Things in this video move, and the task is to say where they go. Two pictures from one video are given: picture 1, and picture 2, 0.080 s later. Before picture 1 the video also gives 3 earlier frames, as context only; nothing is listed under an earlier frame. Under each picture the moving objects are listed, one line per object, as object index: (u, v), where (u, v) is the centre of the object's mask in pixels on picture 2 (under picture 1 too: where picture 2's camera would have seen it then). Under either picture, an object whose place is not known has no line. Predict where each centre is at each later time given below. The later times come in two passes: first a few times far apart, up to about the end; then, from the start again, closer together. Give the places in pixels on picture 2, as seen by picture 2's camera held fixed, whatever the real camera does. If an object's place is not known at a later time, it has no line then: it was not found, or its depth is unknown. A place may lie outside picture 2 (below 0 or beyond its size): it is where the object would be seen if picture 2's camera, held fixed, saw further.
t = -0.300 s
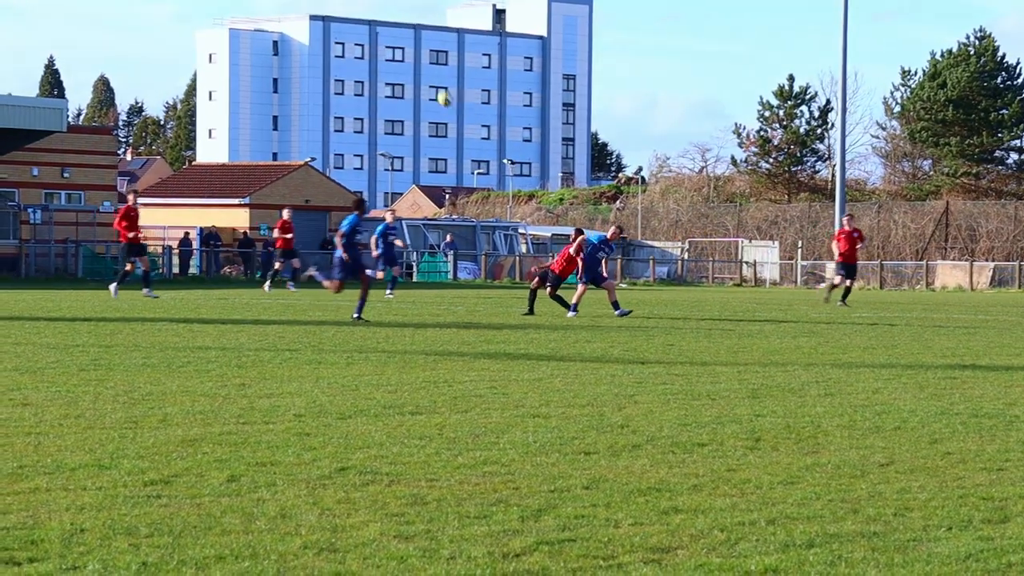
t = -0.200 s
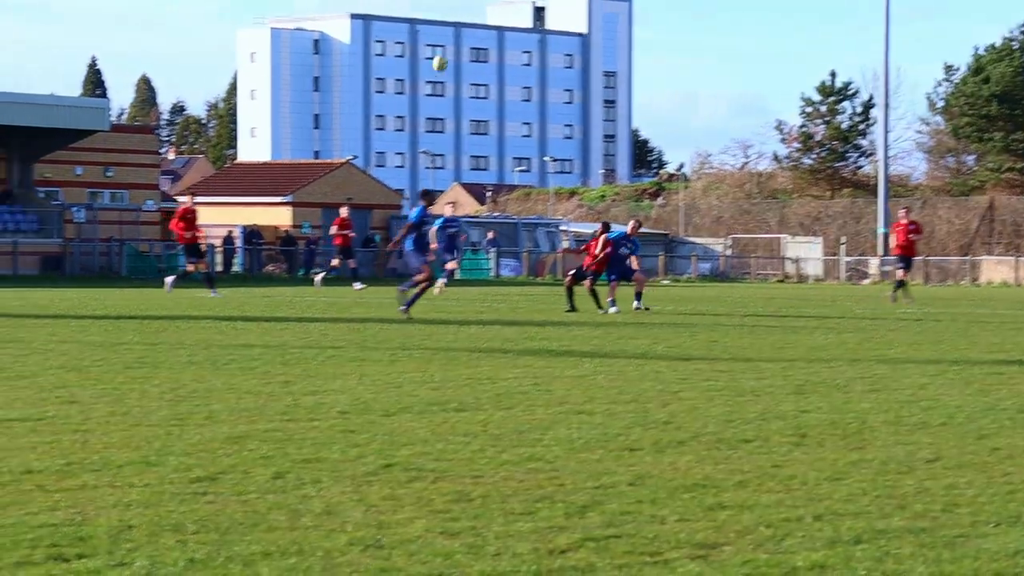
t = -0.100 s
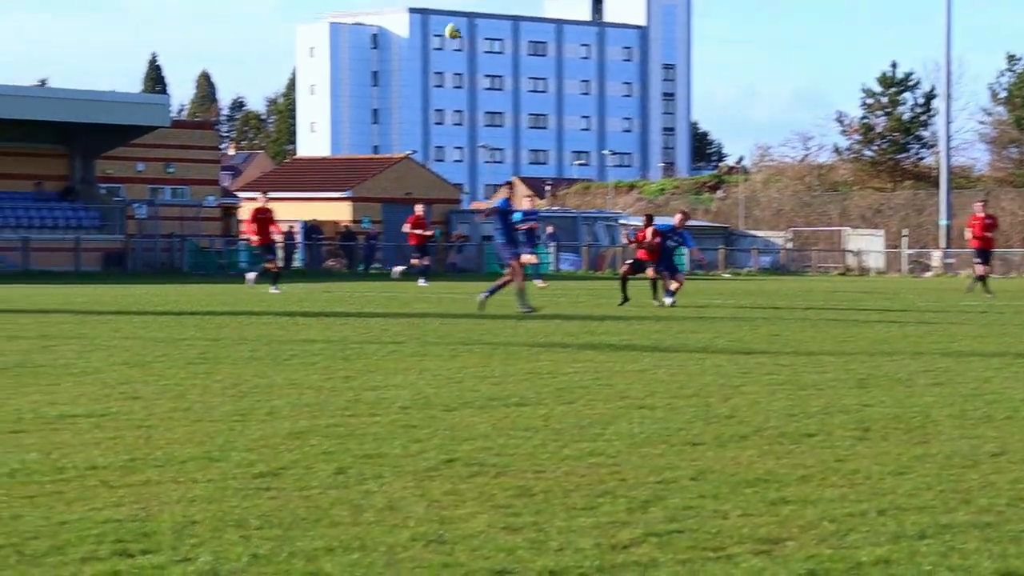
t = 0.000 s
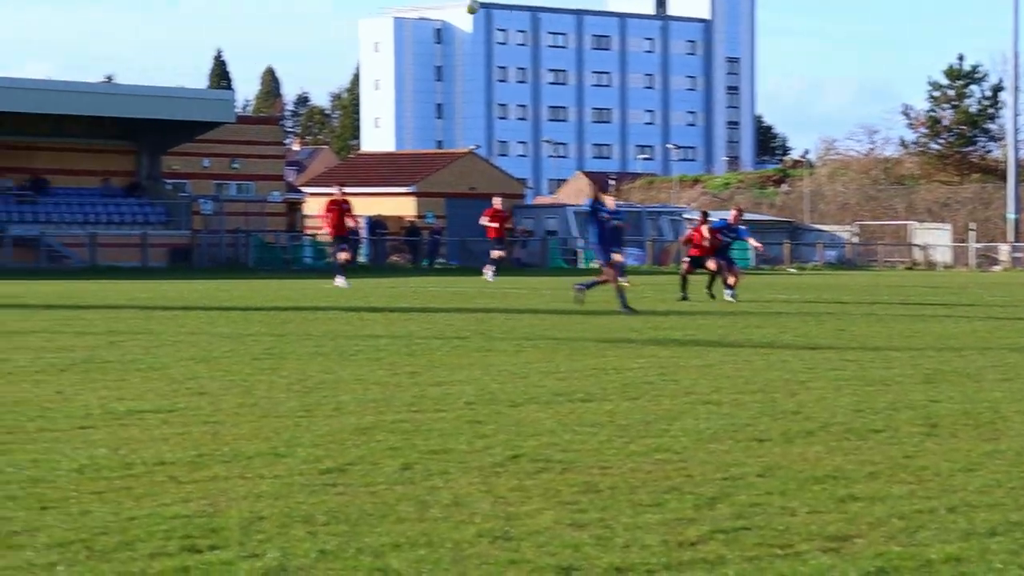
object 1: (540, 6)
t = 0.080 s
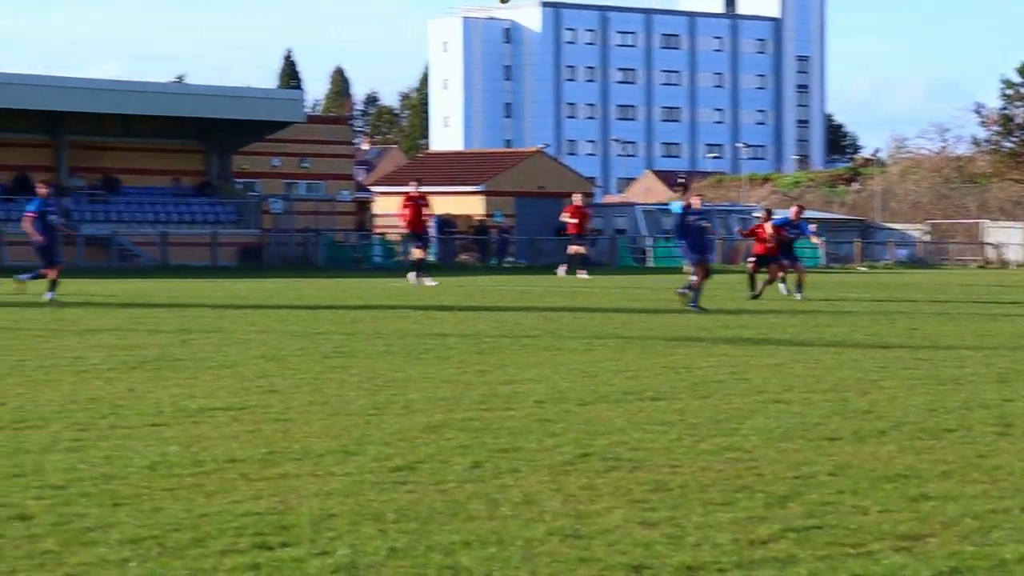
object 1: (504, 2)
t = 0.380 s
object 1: (370, 2)
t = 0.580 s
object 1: (283, 46)
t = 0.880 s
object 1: (134, 185)
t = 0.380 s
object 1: (370, 2)
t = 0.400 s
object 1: (361, 3)
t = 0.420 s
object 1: (353, 6)
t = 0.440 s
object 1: (345, 10)
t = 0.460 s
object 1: (335, 14)
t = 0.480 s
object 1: (326, 20)
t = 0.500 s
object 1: (316, 25)
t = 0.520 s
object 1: (308, 30)
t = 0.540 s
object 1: (299, 35)
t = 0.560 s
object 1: (292, 41)
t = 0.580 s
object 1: (283, 46)
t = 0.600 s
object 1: (273, 53)
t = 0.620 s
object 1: (263, 59)
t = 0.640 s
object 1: (254, 66)
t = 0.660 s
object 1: (245, 74)
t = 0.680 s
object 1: (234, 84)
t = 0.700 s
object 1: (223, 92)
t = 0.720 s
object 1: (213, 100)
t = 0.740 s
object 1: (204, 109)
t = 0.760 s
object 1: (195, 119)
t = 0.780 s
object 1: (185, 129)
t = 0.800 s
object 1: (175, 139)
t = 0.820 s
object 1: (165, 150)
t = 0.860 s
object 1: (144, 173)
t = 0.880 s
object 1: (134, 185)
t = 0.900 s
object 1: (124, 198)
